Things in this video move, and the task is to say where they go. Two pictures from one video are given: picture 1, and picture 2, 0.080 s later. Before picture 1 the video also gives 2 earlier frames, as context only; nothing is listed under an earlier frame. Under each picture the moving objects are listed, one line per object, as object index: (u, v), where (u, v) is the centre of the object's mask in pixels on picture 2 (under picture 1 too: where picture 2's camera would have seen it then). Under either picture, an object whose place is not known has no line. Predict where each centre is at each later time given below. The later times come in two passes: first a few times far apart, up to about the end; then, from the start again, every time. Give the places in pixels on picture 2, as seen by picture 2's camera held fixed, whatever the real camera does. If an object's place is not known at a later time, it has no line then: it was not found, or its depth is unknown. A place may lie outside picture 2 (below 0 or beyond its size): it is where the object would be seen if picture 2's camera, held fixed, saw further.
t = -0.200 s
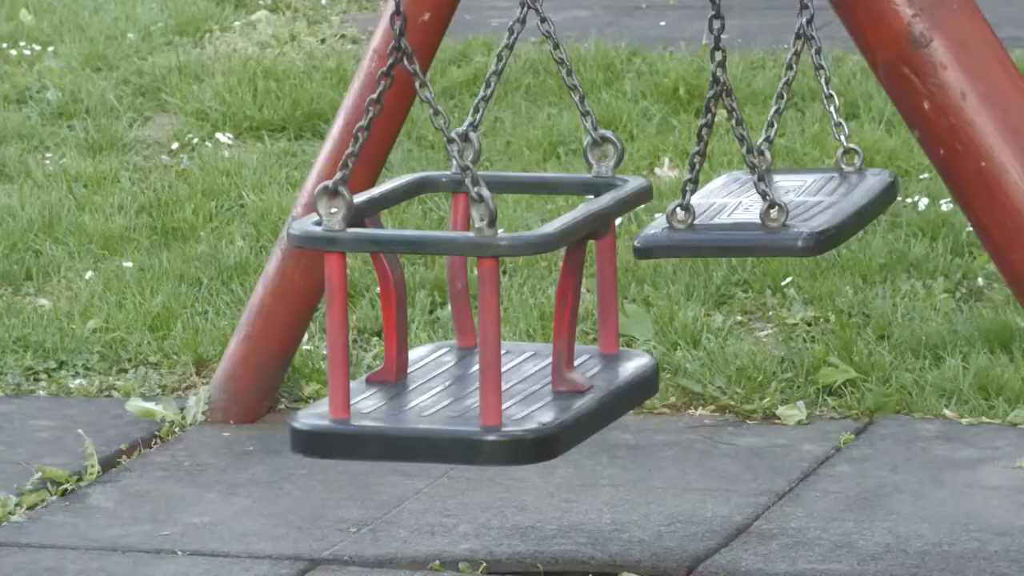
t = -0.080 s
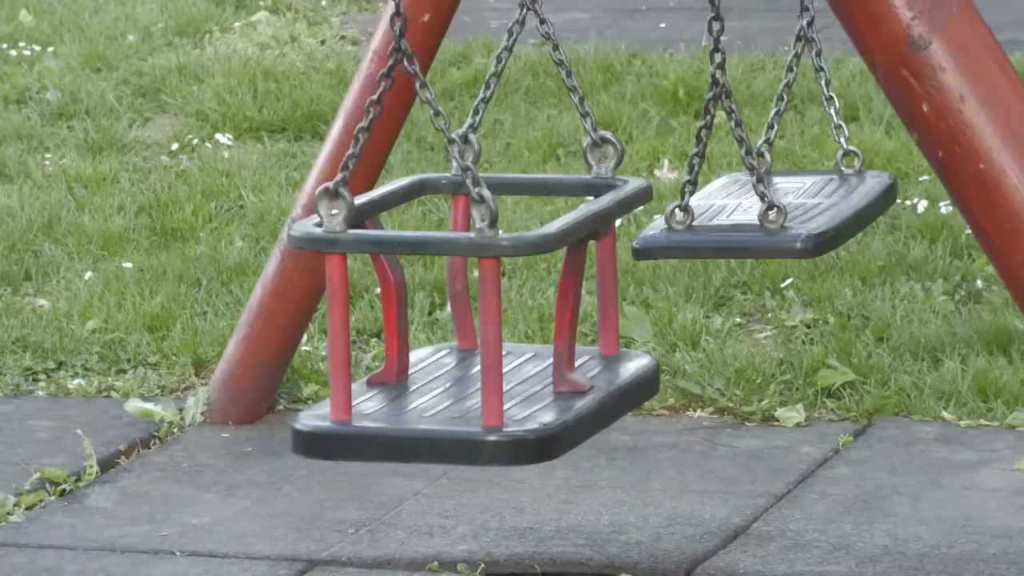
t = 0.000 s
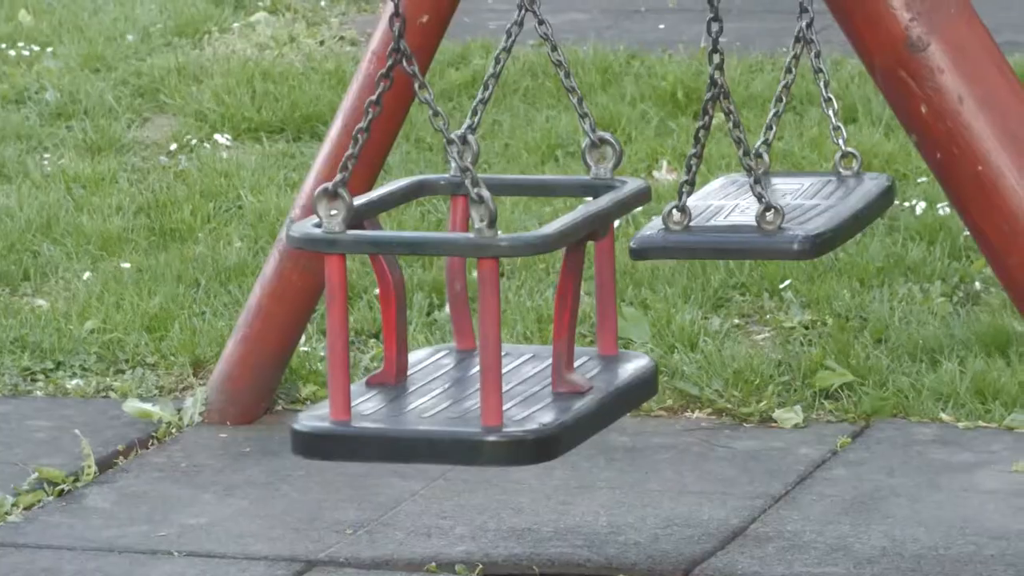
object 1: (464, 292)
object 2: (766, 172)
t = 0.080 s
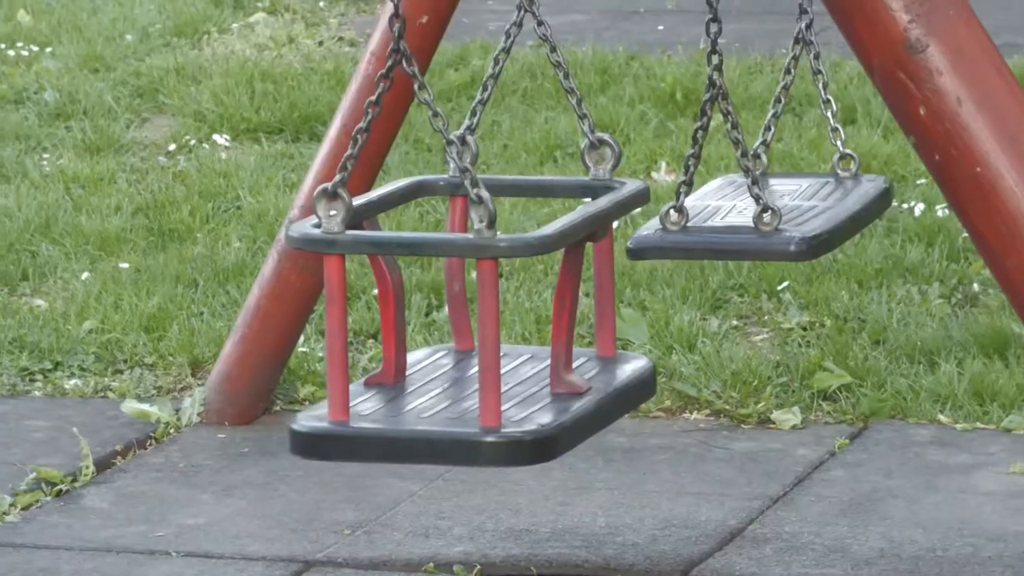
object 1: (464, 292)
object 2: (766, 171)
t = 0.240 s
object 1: (464, 292)
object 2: (764, 171)
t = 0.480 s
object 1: (460, 293)
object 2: (760, 171)
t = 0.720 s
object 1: (454, 294)
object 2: (755, 171)
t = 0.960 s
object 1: (448, 295)
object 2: (752, 172)
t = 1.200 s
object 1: (445, 295)
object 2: (750, 174)
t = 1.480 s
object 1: (447, 293)
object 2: (755, 174)
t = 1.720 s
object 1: (452, 293)
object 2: (761, 174)
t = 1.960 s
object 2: (768, 174)
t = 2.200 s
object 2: (771, 173)
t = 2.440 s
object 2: (770, 172)
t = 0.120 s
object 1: (464, 292)
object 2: (765, 171)
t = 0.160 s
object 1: (464, 292)
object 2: (765, 171)
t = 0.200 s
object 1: (464, 292)
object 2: (765, 171)
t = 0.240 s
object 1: (464, 292)
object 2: (764, 171)
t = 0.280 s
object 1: (463, 295)
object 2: (763, 171)
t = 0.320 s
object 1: (463, 292)
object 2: (763, 171)
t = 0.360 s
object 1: (462, 292)
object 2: (762, 170)
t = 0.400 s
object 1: (462, 292)
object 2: (761, 170)
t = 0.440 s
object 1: (461, 293)
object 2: (760, 170)
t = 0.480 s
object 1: (460, 293)
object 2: (760, 171)
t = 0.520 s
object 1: (459, 293)
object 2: (759, 171)
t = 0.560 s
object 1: (458, 293)
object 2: (758, 171)
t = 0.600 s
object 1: (457, 294)
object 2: (757, 171)
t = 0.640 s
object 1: (456, 294)
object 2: (757, 171)
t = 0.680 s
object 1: (455, 294)
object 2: (756, 171)
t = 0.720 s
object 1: (454, 294)
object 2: (755, 171)
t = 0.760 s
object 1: (453, 295)
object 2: (754, 171)
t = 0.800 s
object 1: (452, 295)
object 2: (754, 171)
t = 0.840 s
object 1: (451, 295)
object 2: (753, 171)
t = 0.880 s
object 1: (450, 295)
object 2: (753, 171)
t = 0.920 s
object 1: (449, 295)
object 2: (752, 172)
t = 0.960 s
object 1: (448, 295)
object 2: (752, 172)
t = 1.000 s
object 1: (448, 295)
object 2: (752, 173)
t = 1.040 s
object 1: (447, 295)
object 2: (751, 173)
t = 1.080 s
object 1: (446, 295)
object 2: (750, 173)
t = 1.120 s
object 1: (446, 295)
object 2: (750, 174)
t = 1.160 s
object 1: (445, 295)
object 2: (750, 174)
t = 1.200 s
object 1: (445, 295)
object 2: (750, 174)
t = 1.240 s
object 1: (445, 295)
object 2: (751, 174)
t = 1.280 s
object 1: (446, 295)
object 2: (751, 174)
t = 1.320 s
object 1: (445, 295)
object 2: (752, 174)
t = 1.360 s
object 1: (446, 294)
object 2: (753, 174)
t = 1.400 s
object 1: (446, 294)
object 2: (753, 174)
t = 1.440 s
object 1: (446, 294)
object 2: (754, 174)
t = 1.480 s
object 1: (447, 293)
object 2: (755, 174)
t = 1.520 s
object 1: (447, 293)
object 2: (756, 174)
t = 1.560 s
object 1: (448, 293)
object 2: (757, 174)
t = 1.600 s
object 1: (448, 293)
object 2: (758, 174)
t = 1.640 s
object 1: (450, 293)
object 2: (759, 174)
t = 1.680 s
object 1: (451, 293)
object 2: (760, 174)
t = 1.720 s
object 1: (452, 293)
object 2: (761, 174)
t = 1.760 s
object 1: (453, 293)
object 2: (762, 174)
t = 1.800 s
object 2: (763, 174)
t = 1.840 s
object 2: (764, 174)
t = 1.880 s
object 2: (765, 174)
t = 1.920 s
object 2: (766, 174)
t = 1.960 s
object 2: (768, 174)
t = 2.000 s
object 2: (768, 174)
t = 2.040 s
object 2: (769, 174)
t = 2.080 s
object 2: (769, 173)
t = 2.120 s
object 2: (770, 173)
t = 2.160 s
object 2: (770, 173)
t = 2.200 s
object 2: (771, 173)
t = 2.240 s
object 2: (771, 173)
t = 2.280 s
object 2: (771, 173)
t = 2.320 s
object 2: (771, 172)
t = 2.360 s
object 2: (771, 172)
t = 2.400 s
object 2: (771, 172)
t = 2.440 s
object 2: (770, 172)
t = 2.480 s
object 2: (769, 172)
